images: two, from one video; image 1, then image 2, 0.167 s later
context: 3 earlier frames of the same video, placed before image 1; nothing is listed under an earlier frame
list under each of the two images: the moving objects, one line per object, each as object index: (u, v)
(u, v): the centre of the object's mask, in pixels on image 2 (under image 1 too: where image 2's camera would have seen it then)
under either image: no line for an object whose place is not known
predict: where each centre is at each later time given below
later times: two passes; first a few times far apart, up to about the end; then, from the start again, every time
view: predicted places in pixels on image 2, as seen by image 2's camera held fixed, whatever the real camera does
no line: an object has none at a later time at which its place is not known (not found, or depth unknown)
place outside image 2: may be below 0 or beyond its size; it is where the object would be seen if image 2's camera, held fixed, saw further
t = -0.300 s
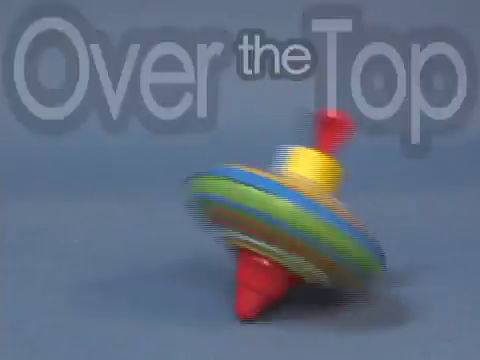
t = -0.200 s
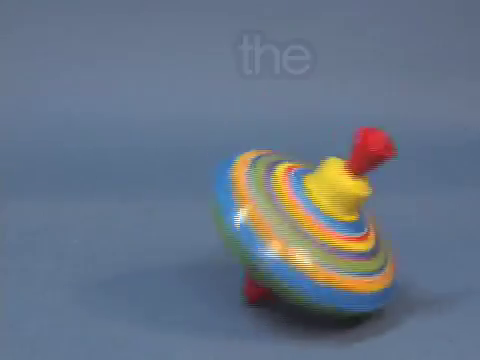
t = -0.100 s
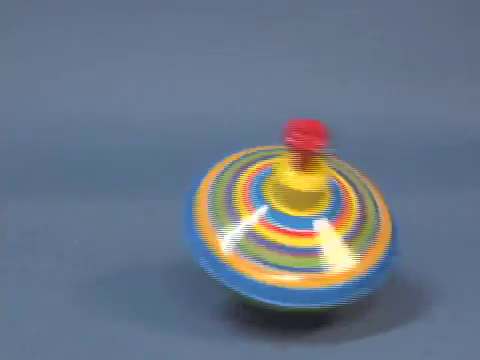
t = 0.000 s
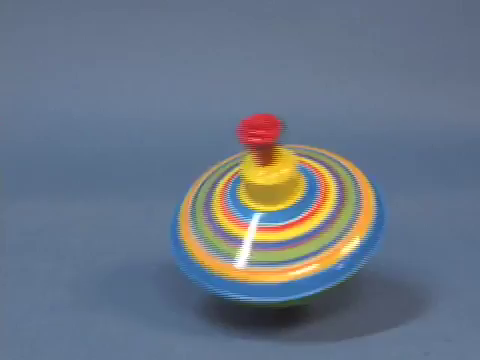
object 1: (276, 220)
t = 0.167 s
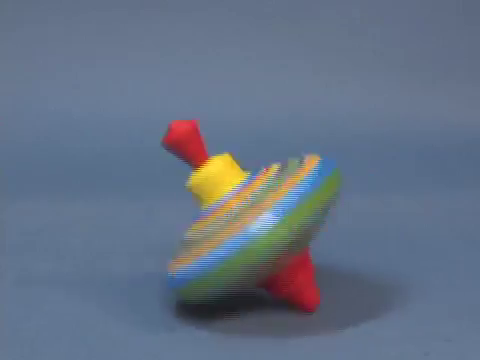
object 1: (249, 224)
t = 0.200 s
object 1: (250, 222)
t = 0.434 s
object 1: (279, 216)
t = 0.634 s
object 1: (294, 234)
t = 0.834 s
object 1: (279, 221)
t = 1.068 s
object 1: (271, 218)
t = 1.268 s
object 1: (292, 221)
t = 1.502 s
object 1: (279, 230)
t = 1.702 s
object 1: (259, 223)
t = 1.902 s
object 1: (283, 217)
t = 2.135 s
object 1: (298, 231)
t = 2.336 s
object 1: (270, 223)
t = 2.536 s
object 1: (272, 219)
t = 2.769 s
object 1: (301, 225)
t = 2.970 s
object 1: (287, 229)
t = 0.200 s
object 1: (250, 222)
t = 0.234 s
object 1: (252, 219)
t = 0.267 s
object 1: (258, 217)
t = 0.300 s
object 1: (264, 216)
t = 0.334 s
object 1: (269, 215)
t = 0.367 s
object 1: (271, 216)
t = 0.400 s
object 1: (275, 216)
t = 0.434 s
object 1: (279, 216)
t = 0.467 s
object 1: (284, 218)
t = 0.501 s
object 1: (289, 220)
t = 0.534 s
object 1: (293, 223)
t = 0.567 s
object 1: (295, 228)
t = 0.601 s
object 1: (295, 231)
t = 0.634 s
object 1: (294, 234)
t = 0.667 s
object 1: (288, 236)
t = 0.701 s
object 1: (286, 236)
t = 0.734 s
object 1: (283, 232)
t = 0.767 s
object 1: (279, 227)
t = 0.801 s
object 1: (279, 222)
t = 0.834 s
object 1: (279, 221)
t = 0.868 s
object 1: (278, 219)
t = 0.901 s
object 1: (275, 219)
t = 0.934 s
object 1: (271, 219)
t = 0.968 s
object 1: (270, 220)
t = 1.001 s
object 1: (269, 220)
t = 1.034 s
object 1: (270, 220)
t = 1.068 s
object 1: (271, 218)
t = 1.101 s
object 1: (276, 218)
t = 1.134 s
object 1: (281, 217)
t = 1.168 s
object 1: (285, 218)
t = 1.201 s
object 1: (288, 219)
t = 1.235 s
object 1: (291, 219)
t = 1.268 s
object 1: (292, 221)
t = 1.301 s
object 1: (294, 223)
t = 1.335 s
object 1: (295, 226)
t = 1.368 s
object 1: (294, 228)
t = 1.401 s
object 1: (292, 228)
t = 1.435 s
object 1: (287, 230)
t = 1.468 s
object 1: (283, 230)
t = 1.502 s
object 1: (279, 230)
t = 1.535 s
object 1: (274, 228)
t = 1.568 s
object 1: (269, 226)
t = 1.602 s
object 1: (267, 225)
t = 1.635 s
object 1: (263, 225)
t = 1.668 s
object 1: (260, 224)
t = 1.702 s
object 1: (259, 223)
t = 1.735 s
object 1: (260, 221)
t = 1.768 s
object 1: (264, 219)
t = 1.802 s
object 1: (270, 218)
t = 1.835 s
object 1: (275, 217)
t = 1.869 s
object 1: (279, 217)
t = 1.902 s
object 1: (283, 217)
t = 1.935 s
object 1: (287, 218)
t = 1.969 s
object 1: (290, 219)
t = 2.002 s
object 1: (294, 221)
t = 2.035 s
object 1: (298, 223)
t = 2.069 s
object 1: (300, 228)
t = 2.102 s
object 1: (300, 231)
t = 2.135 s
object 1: (298, 231)
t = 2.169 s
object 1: (293, 232)
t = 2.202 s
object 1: (287, 232)
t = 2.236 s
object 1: (283, 230)
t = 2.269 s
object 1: (279, 227)
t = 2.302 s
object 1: (274, 225)
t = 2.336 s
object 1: (270, 223)
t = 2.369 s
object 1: (267, 224)
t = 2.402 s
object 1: (263, 224)
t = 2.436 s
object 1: (261, 223)
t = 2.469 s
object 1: (263, 221)
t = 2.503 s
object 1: (266, 219)
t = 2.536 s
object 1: (272, 219)
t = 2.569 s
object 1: (277, 217)
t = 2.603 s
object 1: (282, 217)
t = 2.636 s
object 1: (287, 218)
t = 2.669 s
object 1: (291, 219)
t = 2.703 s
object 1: (294, 221)
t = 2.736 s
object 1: (297, 222)
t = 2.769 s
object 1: (301, 225)
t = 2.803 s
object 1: (303, 231)
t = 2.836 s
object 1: (302, 234)
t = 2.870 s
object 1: (297, 235)
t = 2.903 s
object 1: (293, 237)
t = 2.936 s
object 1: (290, 235)
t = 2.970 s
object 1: (287, 229)
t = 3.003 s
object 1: (284, 224)
